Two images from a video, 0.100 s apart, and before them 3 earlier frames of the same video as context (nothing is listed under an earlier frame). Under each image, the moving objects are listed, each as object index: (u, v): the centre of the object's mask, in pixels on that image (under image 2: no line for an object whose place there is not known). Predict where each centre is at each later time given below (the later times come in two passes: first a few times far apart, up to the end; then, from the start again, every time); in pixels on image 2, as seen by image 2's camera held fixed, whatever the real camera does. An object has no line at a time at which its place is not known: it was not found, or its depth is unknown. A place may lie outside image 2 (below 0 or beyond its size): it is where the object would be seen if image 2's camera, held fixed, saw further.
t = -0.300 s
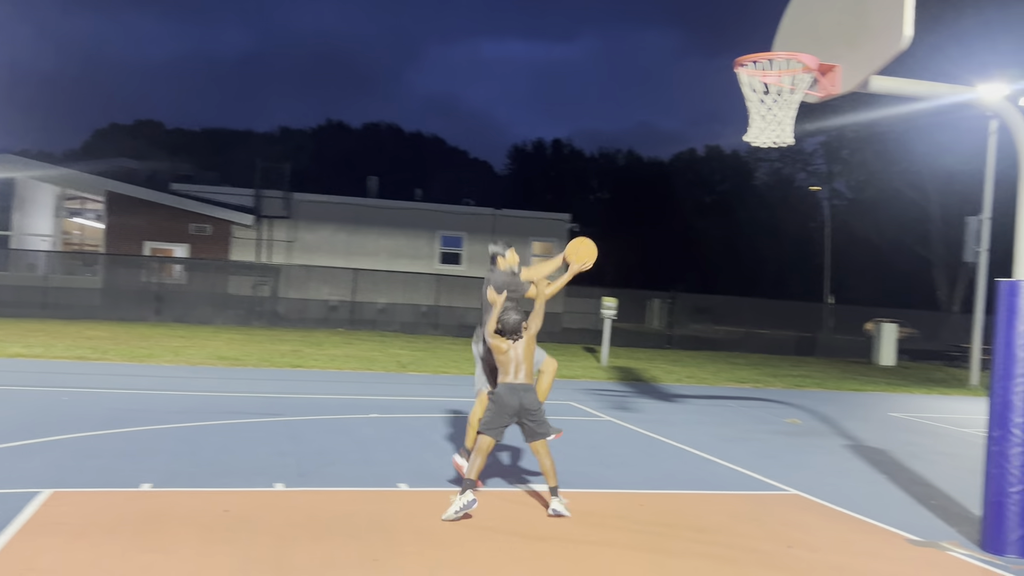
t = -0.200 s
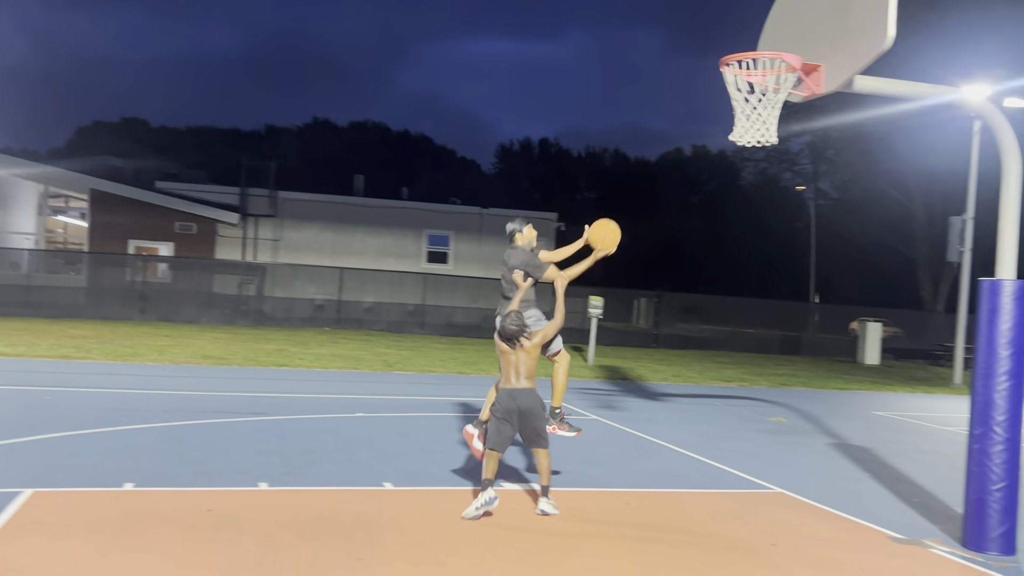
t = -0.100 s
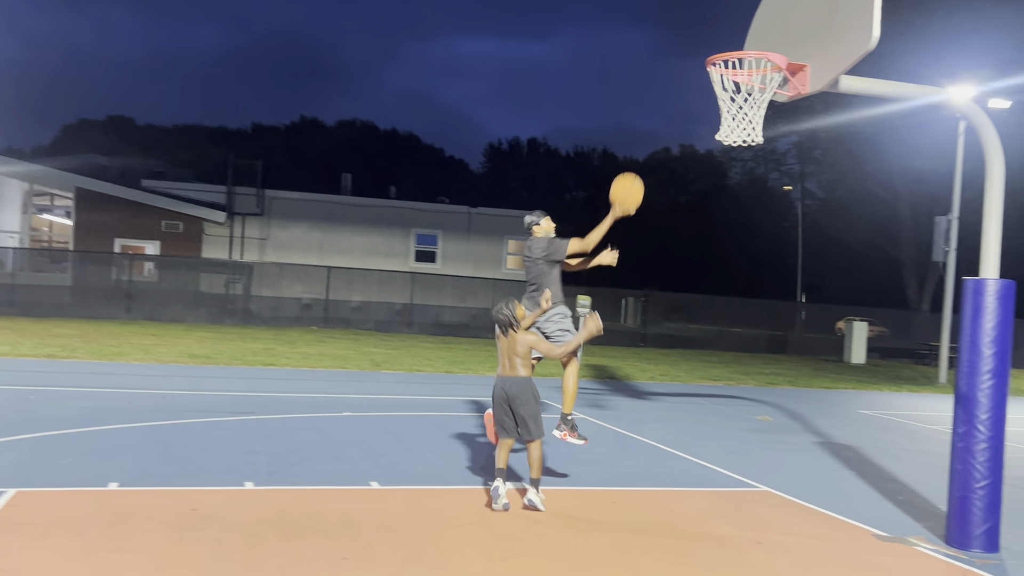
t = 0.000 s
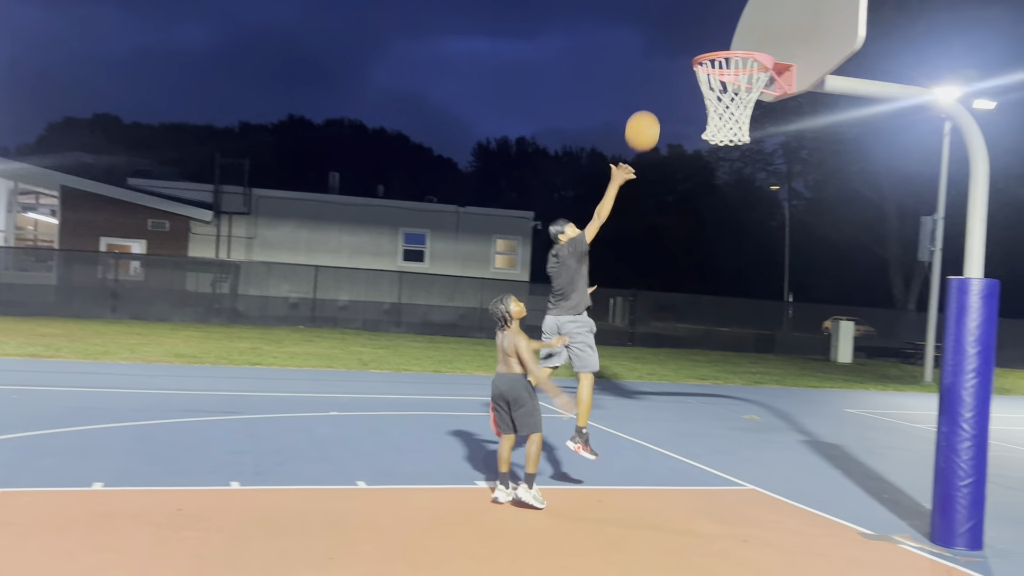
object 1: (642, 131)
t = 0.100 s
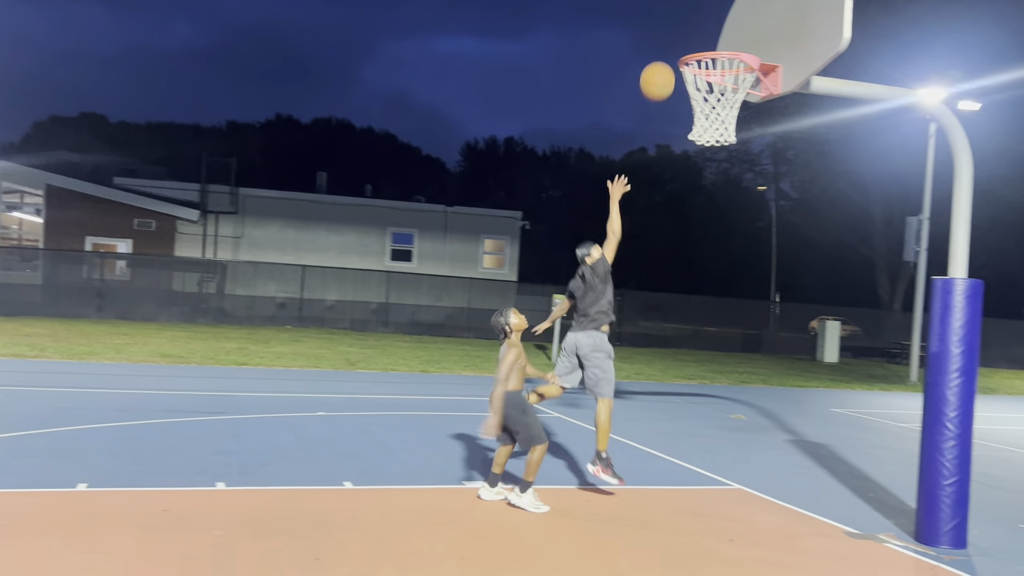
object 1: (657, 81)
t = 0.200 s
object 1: (686, 42)
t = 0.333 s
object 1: (725, 14)
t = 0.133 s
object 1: (666, 68)
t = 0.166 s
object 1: (675, 53)
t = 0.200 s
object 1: (686, 42)
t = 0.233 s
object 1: (696, 34)
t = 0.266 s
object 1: (706, 26)
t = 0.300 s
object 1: (715, 19)
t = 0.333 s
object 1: (725, 14)
